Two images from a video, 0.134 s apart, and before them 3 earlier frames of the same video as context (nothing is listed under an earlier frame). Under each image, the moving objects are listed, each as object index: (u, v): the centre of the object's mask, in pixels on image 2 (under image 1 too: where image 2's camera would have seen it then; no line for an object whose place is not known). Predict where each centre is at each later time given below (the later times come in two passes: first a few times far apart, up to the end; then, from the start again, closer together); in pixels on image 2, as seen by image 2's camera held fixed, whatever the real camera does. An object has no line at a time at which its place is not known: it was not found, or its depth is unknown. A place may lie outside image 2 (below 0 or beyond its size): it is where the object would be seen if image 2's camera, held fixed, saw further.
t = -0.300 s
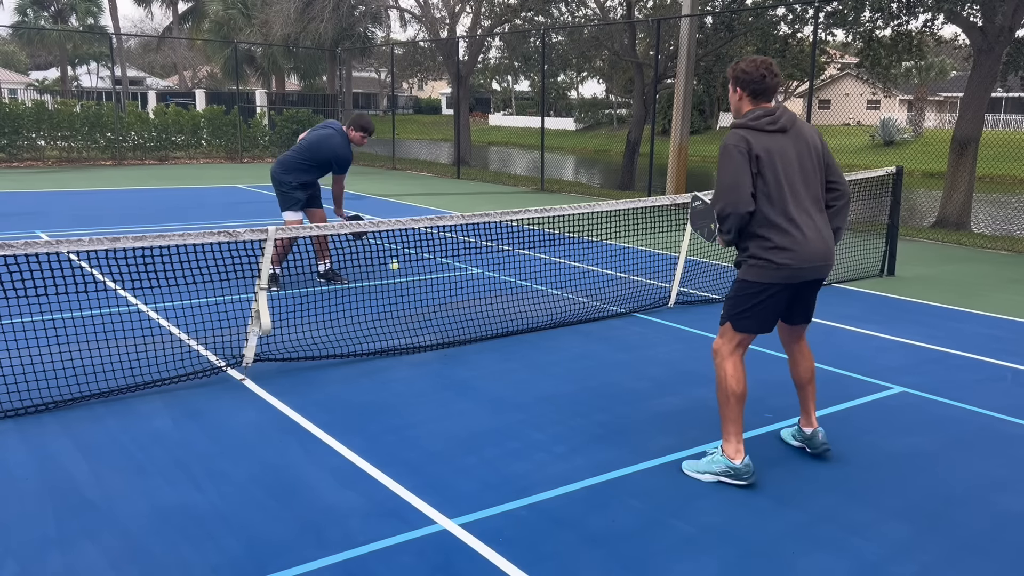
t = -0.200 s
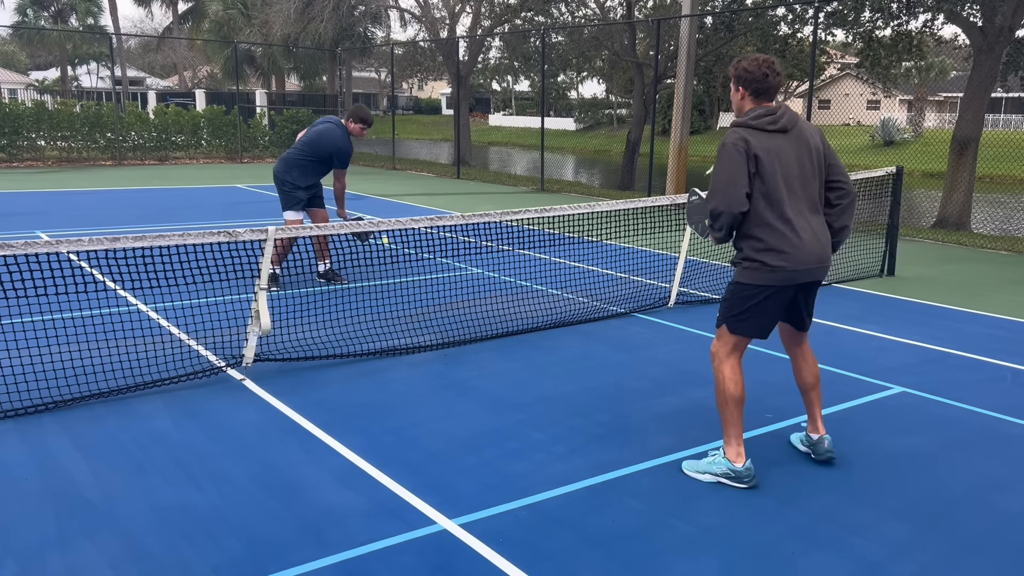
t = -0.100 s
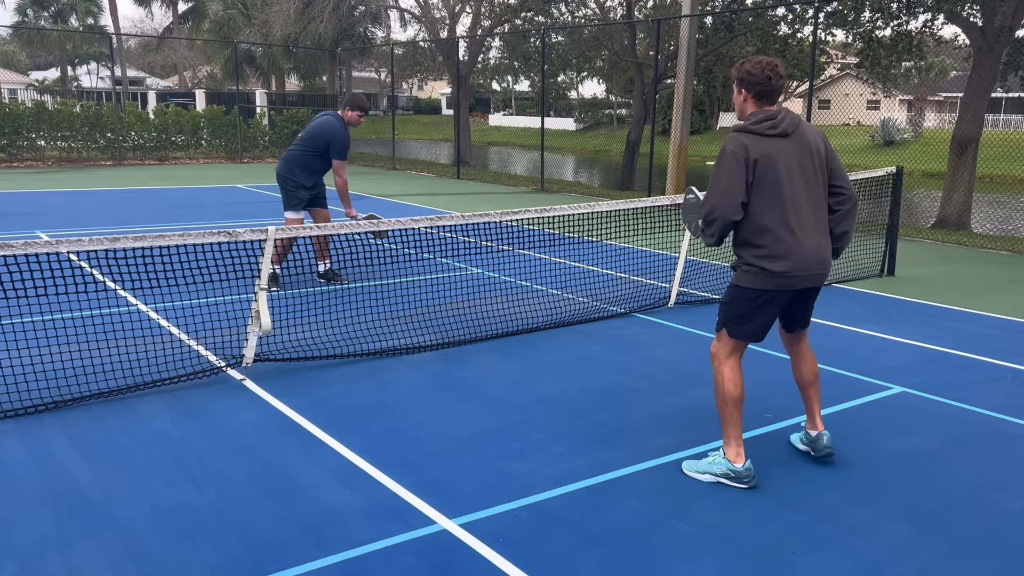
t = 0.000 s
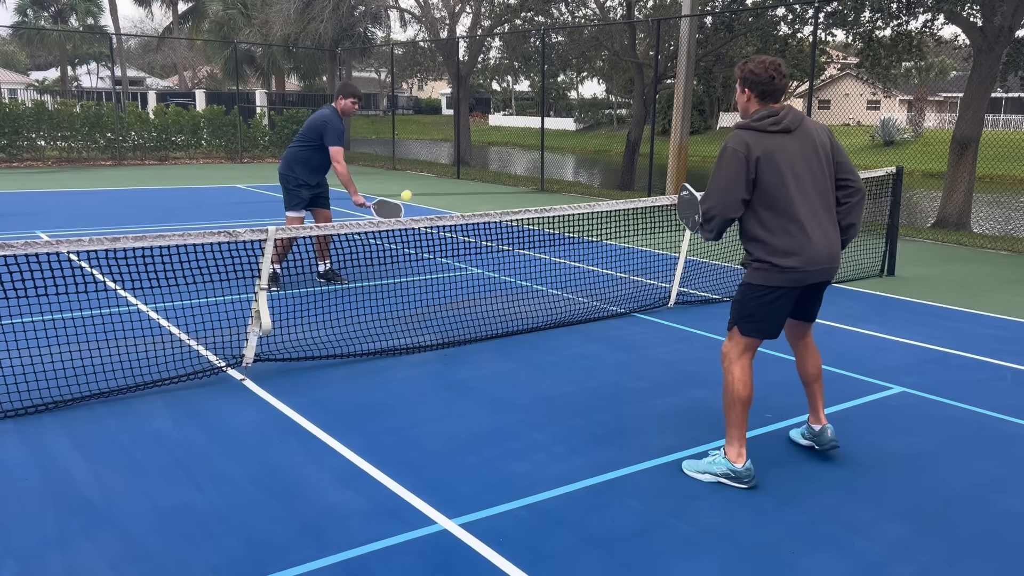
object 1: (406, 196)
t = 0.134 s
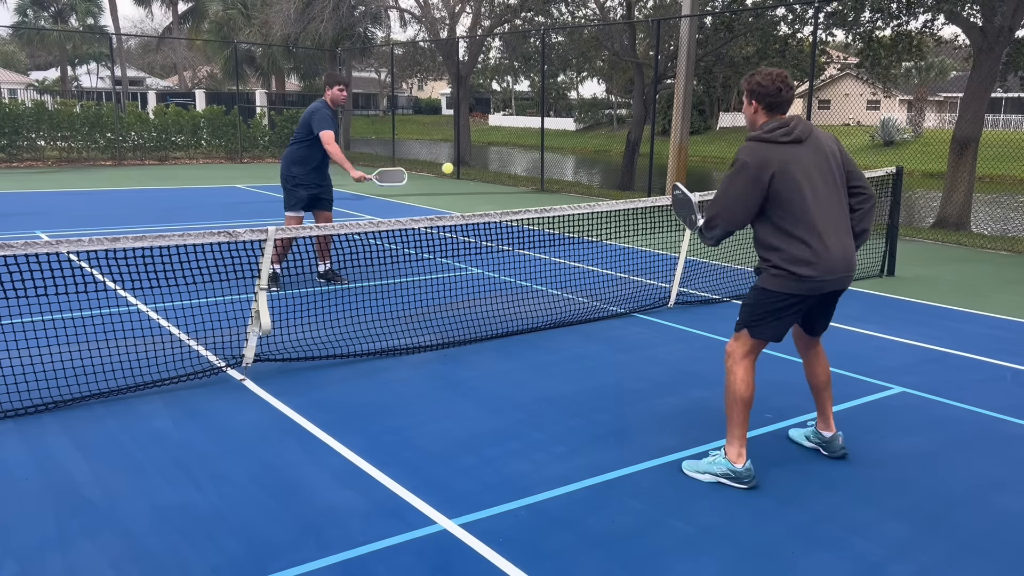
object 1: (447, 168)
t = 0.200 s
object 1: (470, 162)
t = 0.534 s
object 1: (607, 236)
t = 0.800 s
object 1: (740, 426)
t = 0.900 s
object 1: (768, 387)
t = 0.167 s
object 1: (458, 164)
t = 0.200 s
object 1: (470, 162)
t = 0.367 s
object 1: (533, 174)
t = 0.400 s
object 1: (547, 182)
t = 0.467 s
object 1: (575, 204)
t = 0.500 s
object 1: (591, 219)
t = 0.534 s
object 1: (607, 236)
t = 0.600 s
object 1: (639, 278)
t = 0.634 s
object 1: (657, 304)
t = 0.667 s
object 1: (674, 332)
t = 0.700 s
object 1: (692, 364)
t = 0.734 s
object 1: (711, 399)
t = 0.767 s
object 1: (729, 437)
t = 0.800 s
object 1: (740, 426)
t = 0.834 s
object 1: (749, 411)
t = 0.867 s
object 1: (759, 398)
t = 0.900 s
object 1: (768, 387)
